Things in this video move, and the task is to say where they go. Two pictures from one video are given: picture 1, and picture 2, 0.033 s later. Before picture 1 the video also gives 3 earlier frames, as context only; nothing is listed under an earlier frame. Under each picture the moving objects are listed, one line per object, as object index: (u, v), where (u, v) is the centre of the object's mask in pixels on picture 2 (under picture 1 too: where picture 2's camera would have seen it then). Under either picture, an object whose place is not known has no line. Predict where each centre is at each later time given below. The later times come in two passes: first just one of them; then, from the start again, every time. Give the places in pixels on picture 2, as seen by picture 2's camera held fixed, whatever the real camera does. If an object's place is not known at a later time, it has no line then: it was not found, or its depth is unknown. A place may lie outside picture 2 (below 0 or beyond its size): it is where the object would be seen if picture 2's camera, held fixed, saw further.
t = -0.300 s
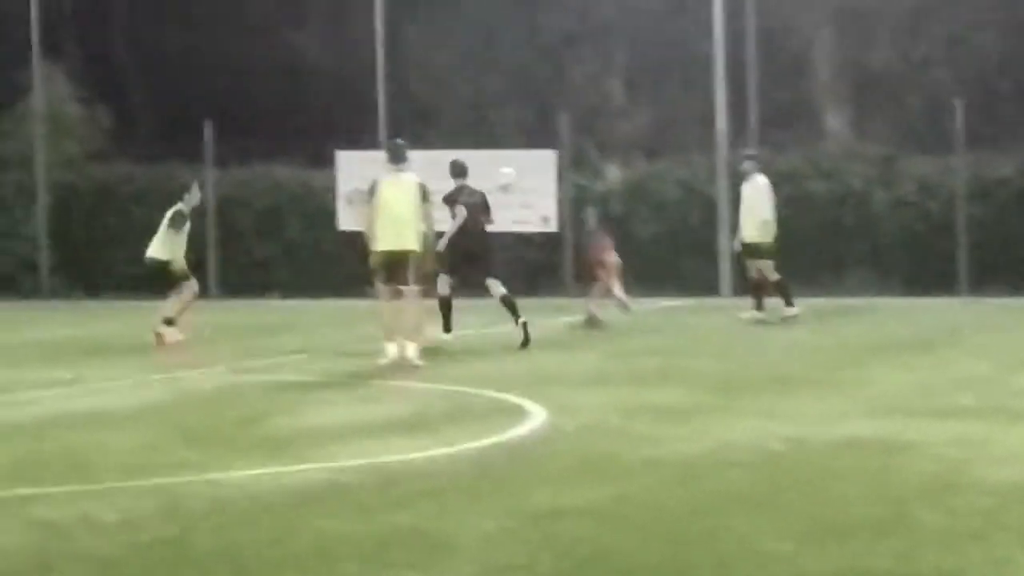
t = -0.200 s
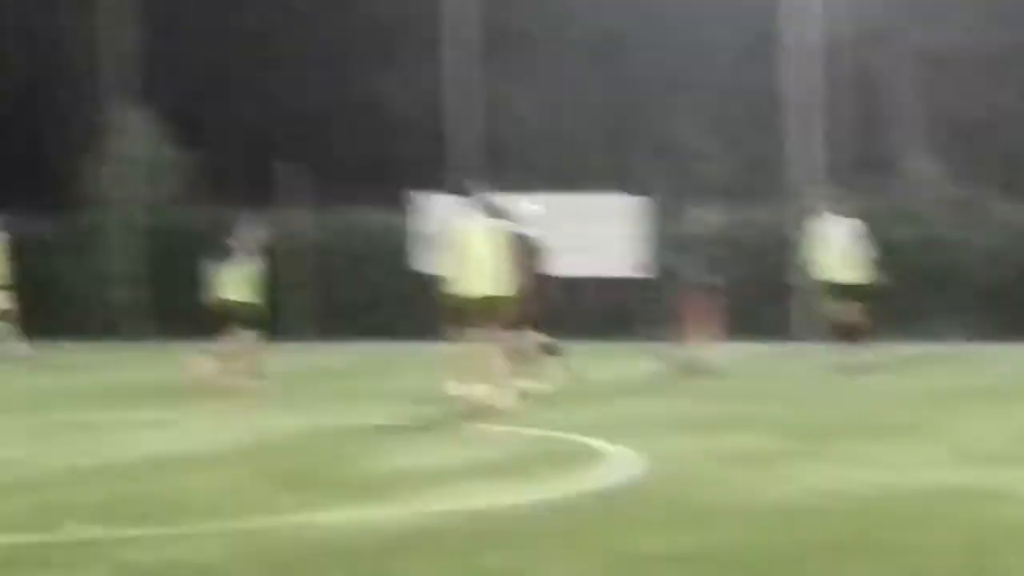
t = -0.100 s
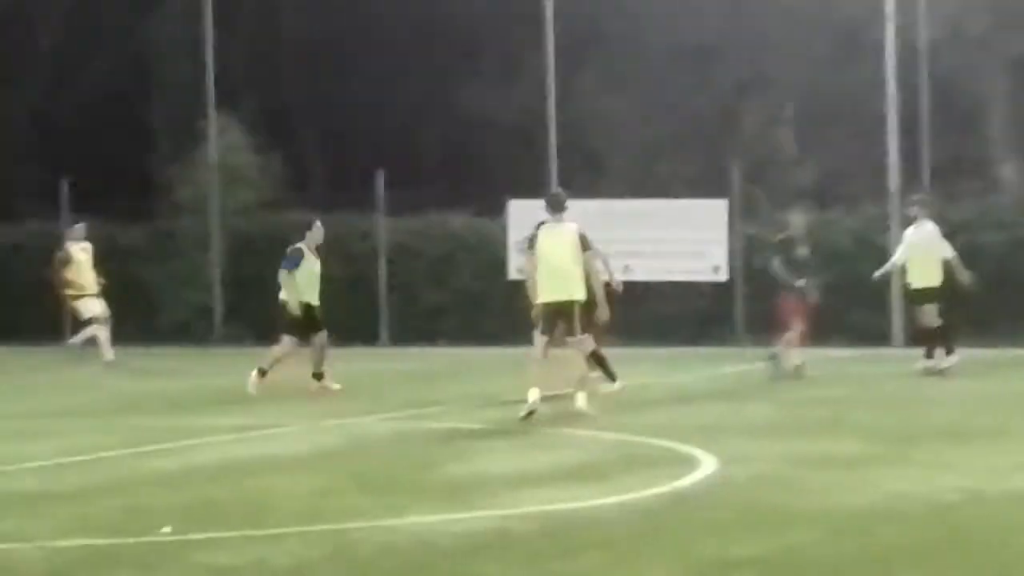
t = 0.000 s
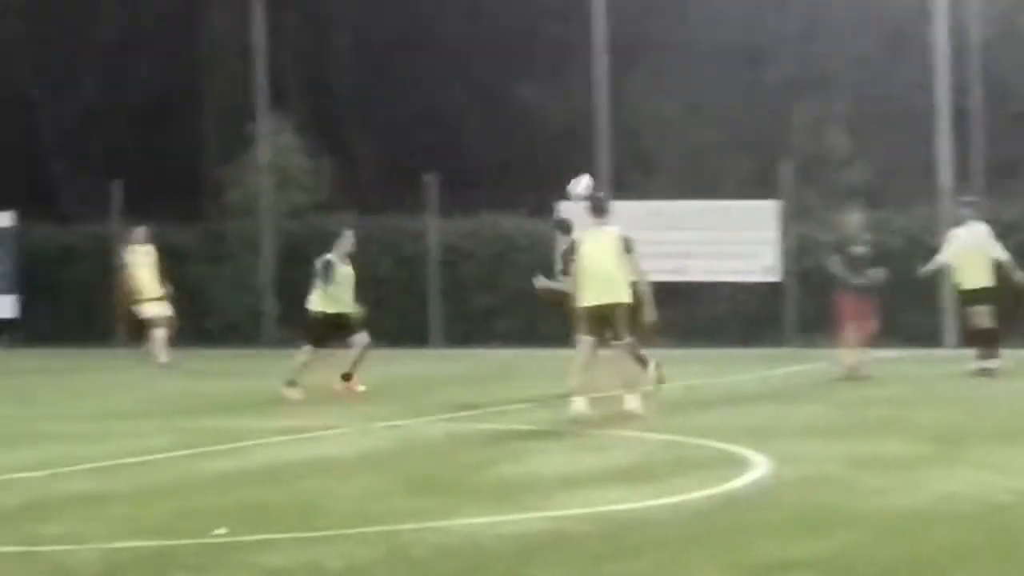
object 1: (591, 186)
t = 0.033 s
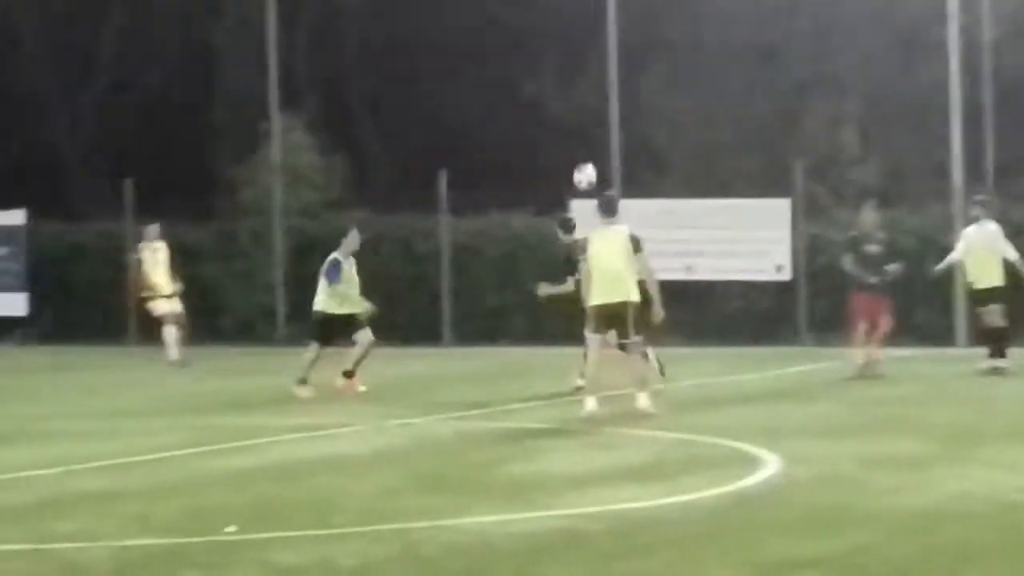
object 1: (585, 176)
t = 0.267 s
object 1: (553, 143)
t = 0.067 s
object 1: (579, 168)
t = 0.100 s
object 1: (573, 162)
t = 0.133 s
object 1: (570, 157)
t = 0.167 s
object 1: (566, 151)
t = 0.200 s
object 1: (563, 148)
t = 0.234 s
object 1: (557, 145)
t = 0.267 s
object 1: (553, 143)
